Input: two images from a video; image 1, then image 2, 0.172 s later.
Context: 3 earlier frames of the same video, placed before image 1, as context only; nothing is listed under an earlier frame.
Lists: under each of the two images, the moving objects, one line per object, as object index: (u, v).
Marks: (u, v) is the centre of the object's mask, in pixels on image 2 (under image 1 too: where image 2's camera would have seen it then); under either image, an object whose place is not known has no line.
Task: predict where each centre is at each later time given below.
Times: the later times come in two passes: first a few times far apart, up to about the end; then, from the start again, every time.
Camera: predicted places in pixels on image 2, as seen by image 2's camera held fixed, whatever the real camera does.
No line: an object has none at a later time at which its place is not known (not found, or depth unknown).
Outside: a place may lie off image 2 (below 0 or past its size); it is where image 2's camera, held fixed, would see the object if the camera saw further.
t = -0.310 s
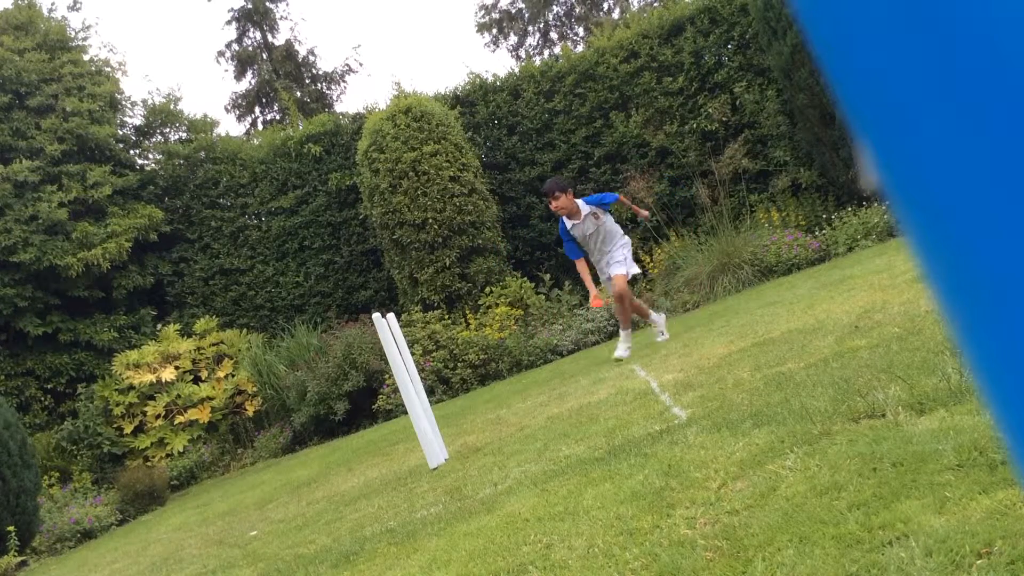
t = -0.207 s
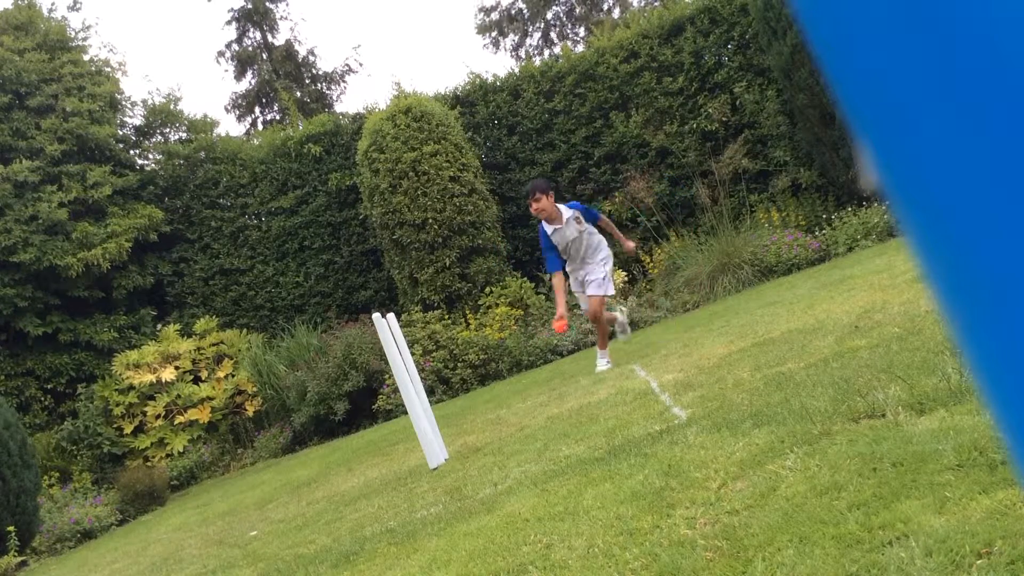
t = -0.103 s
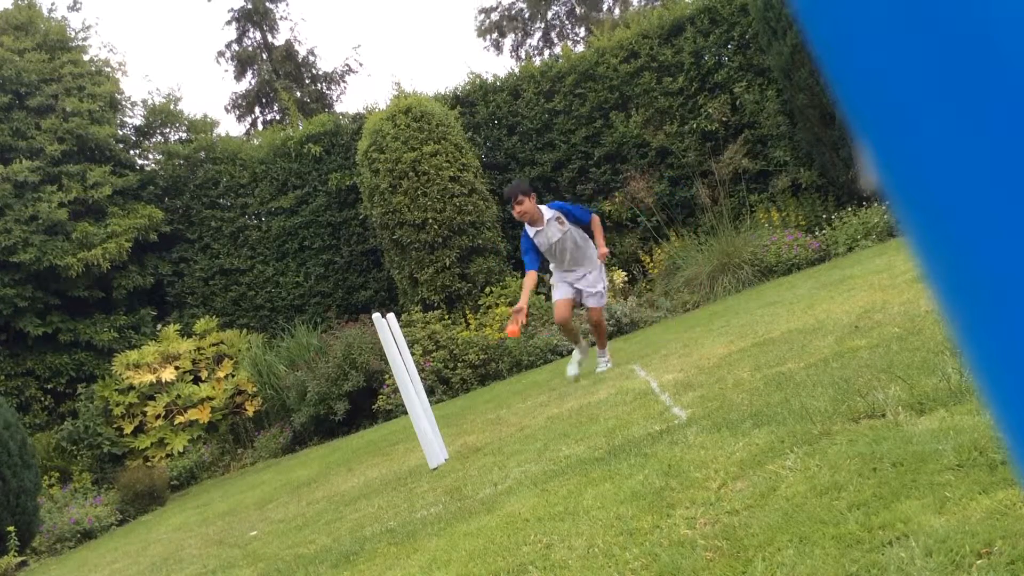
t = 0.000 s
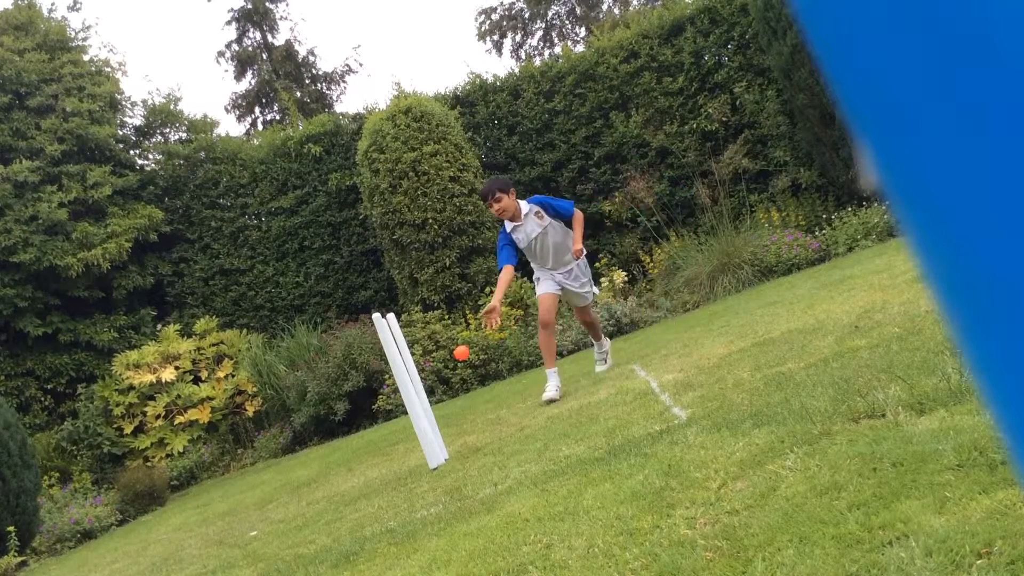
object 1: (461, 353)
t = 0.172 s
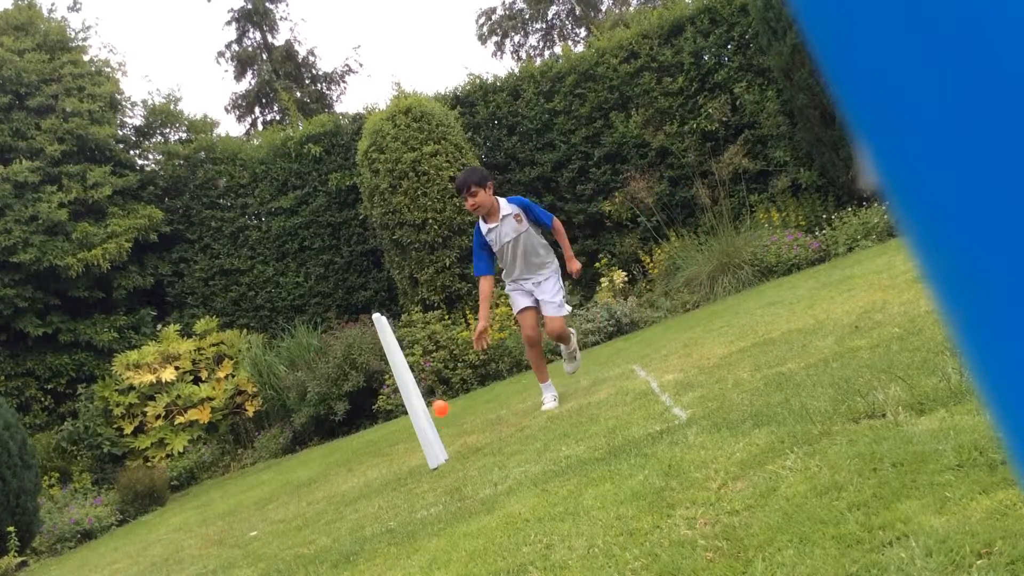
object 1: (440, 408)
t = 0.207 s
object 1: (447, 423)
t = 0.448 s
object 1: (480, 418)
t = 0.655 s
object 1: (535, 445)
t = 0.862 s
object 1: (591, 460)
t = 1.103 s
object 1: (640, 454)
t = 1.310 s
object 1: (687, 455)
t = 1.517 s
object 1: (731, 448)
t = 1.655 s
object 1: (753, 447)
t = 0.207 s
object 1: (447, 423)
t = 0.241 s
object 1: (456, 442)
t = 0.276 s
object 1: (465, 465)
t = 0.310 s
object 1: (468, 457)
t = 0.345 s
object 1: (469, 445)
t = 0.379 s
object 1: (471, 433)
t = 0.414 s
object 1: (474, 424)
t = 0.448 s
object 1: (480, 418)
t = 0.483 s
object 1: (486, 415)
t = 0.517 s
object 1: (492, 415)
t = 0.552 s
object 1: (501, 417)
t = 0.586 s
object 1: (510, 423)
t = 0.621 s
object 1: (521, 432)
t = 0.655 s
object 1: (535, 445)
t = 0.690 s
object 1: (548, 460)
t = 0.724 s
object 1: (559, 455)
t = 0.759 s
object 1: (565, 452)
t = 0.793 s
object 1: (572, 452)
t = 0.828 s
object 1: (580, 455)
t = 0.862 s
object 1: (591, 460)
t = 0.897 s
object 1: (596, 458)
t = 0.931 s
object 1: (602, 456)
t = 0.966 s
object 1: (611, 456)
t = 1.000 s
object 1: (619, 459)
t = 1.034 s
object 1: (628, 459)
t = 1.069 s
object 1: (635, 457)
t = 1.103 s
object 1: (640, 454)
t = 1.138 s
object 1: (649, 456)
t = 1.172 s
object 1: (657, 457)
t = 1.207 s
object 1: (666, 457)
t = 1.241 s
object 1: (673, 455)
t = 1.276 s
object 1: (681, 454)
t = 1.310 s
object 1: (687, 455)
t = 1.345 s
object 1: (697, 455)
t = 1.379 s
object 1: (704, 454)
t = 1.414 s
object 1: (710, 452)
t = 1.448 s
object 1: (718, 451)
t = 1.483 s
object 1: (724, 451)
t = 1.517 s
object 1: (731, 448)
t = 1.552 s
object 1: (737, 447)
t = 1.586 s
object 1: (744, 448)
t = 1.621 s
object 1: (749, 449)
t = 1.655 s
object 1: (753, 447)
